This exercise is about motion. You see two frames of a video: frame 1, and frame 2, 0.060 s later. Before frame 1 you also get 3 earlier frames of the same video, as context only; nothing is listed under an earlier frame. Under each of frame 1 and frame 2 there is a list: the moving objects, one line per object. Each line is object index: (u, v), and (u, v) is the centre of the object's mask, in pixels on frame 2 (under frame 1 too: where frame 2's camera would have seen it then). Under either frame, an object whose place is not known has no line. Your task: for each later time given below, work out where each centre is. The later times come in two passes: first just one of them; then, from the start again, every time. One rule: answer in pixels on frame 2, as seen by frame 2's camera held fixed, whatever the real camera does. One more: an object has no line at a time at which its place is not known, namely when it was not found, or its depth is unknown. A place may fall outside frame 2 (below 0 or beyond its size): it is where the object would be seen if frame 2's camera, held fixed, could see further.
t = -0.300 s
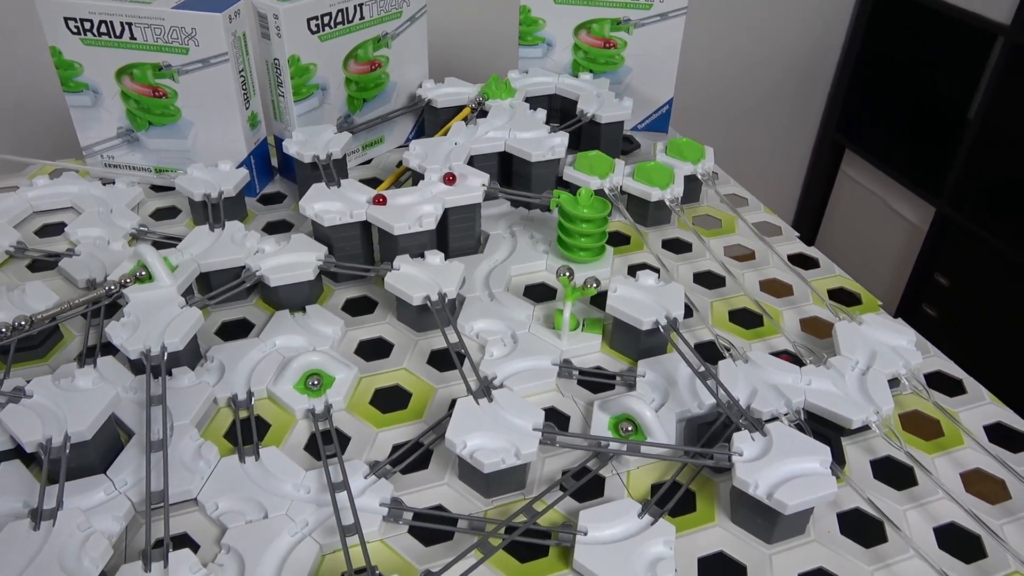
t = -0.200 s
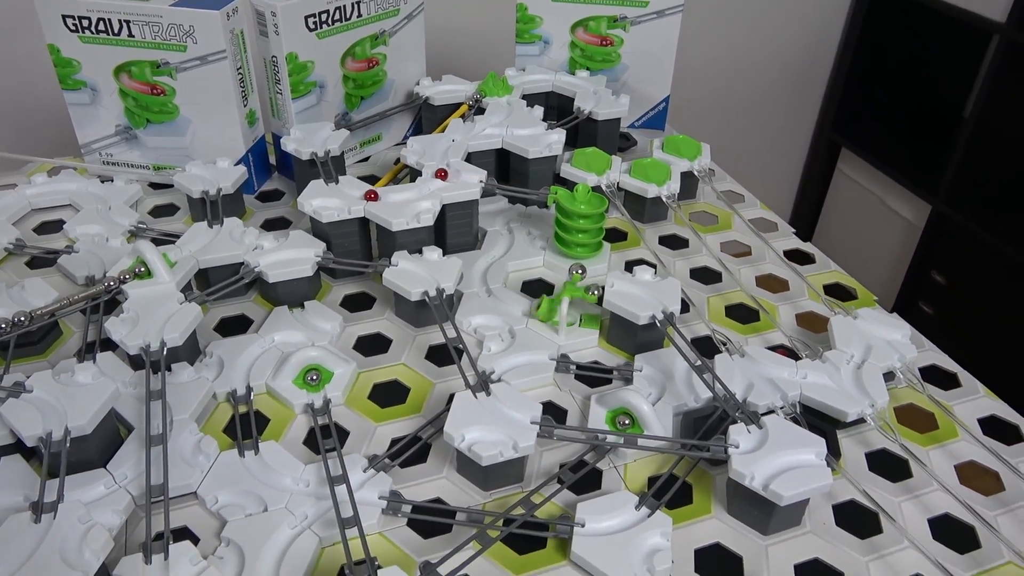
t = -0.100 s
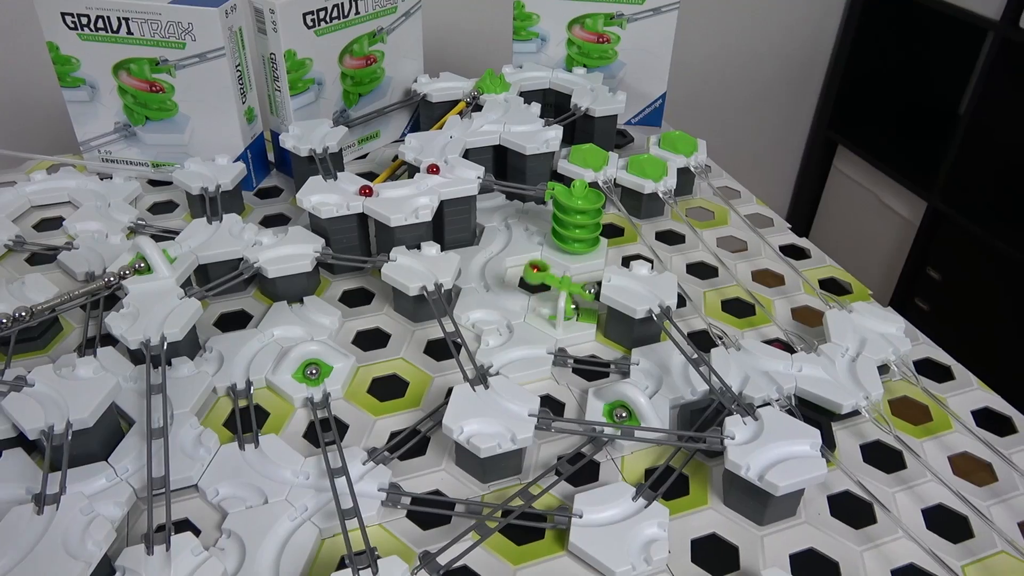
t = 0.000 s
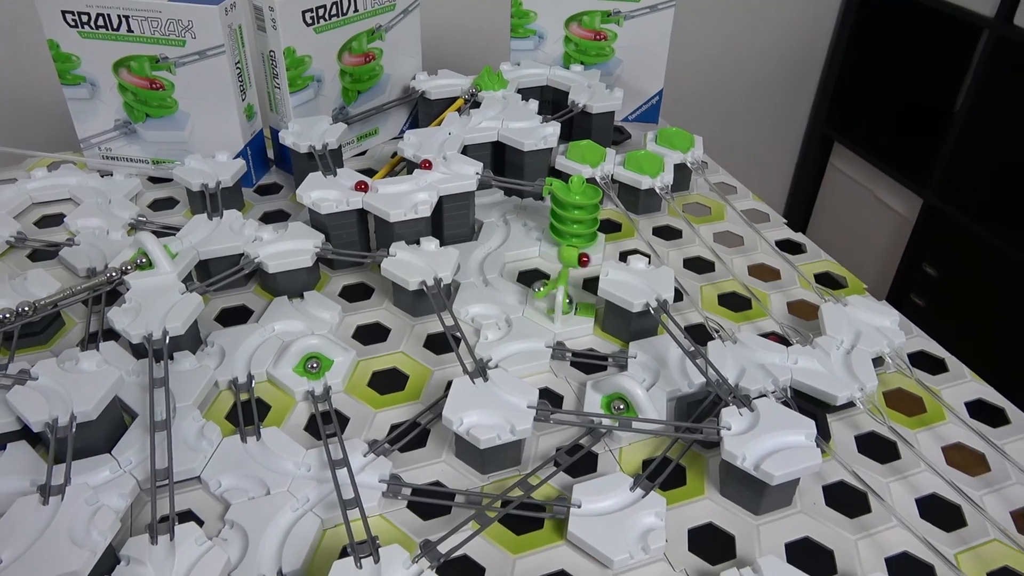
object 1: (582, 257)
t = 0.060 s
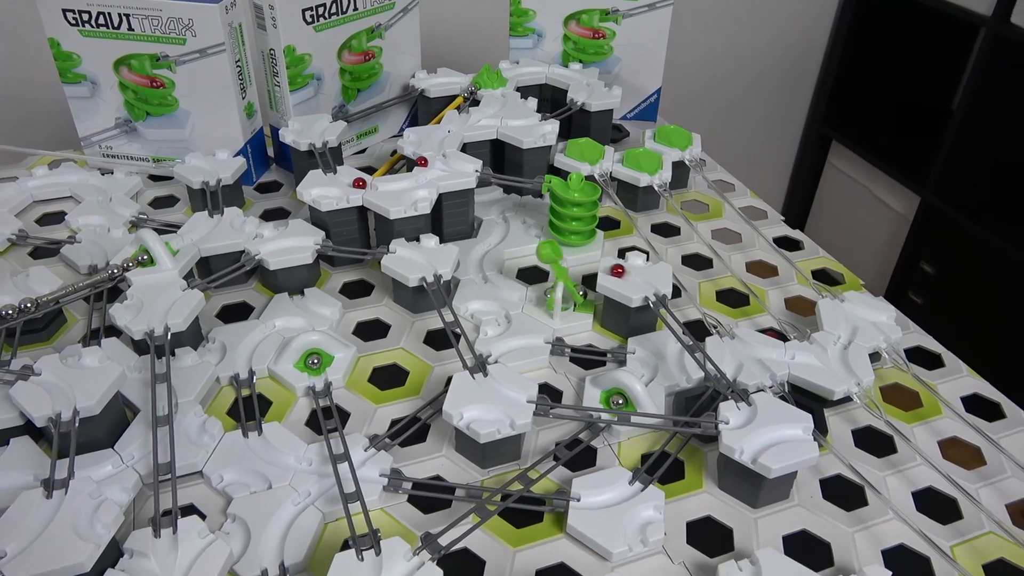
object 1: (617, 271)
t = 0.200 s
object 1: (663, 309)
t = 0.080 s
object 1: (627, 275)
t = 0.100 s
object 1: (637, 279)
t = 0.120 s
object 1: (645, 285)
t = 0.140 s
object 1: (651, 291)
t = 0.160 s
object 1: (657, 301)
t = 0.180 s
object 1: (658, 306)
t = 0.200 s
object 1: (663, 309)
